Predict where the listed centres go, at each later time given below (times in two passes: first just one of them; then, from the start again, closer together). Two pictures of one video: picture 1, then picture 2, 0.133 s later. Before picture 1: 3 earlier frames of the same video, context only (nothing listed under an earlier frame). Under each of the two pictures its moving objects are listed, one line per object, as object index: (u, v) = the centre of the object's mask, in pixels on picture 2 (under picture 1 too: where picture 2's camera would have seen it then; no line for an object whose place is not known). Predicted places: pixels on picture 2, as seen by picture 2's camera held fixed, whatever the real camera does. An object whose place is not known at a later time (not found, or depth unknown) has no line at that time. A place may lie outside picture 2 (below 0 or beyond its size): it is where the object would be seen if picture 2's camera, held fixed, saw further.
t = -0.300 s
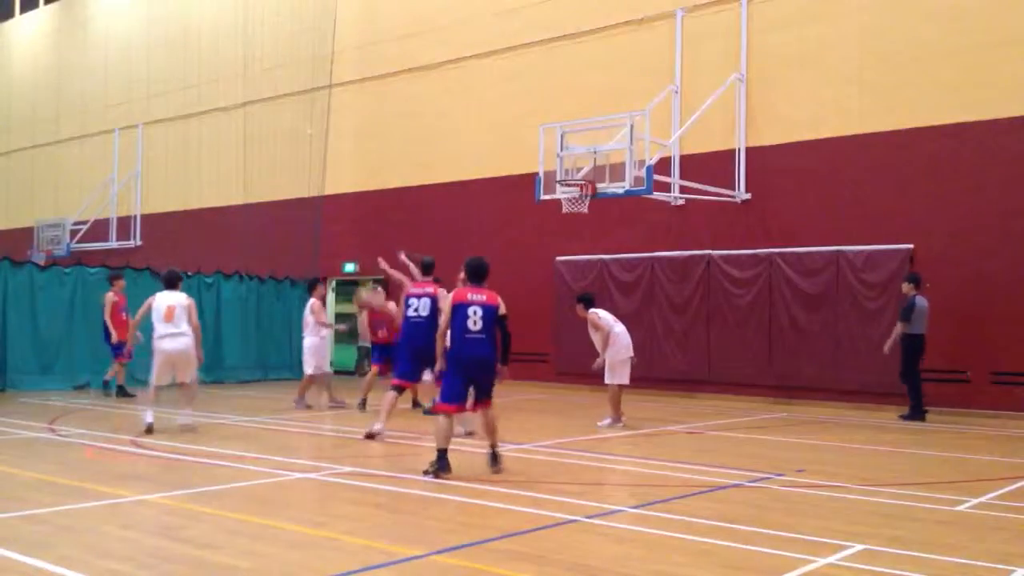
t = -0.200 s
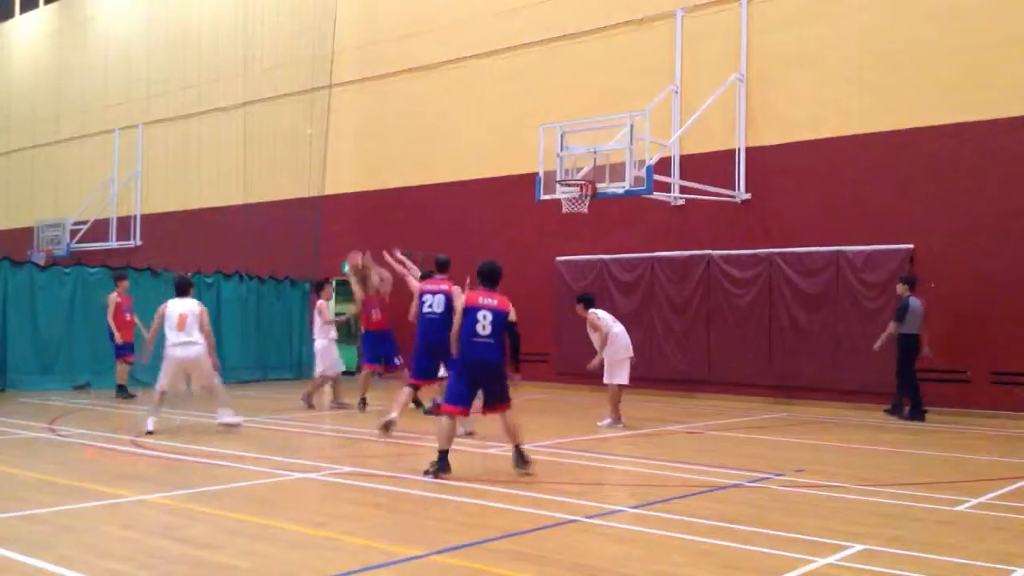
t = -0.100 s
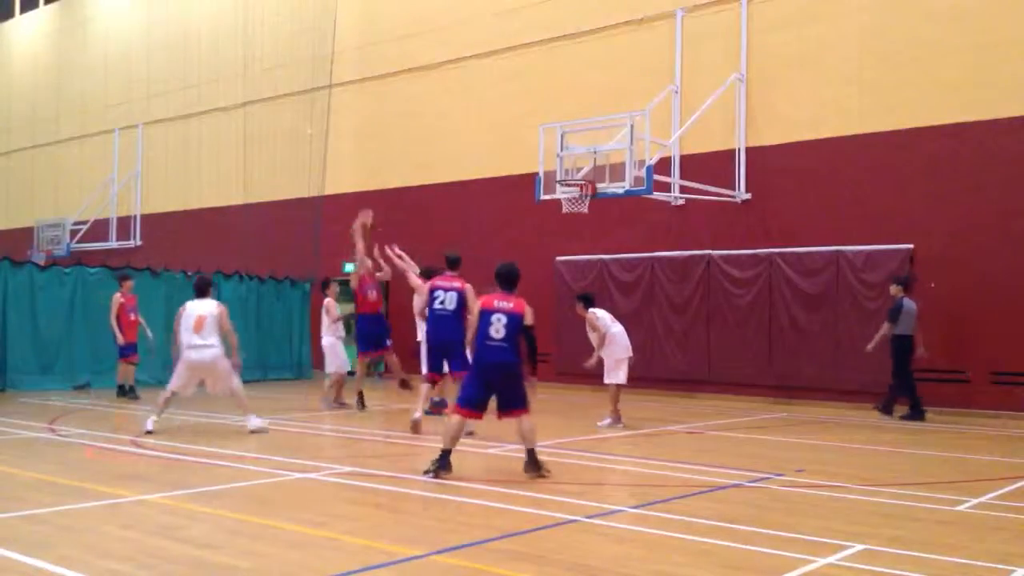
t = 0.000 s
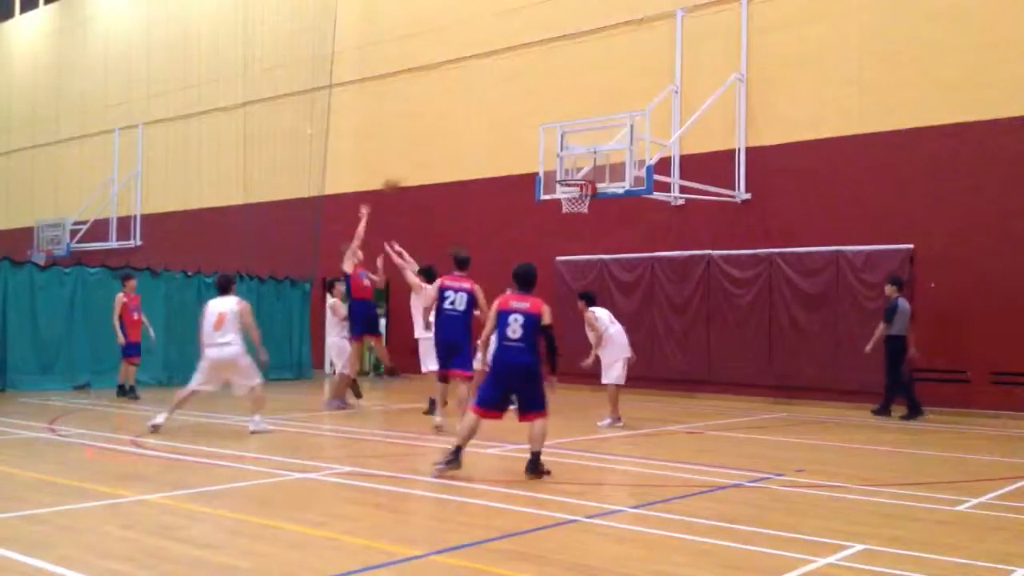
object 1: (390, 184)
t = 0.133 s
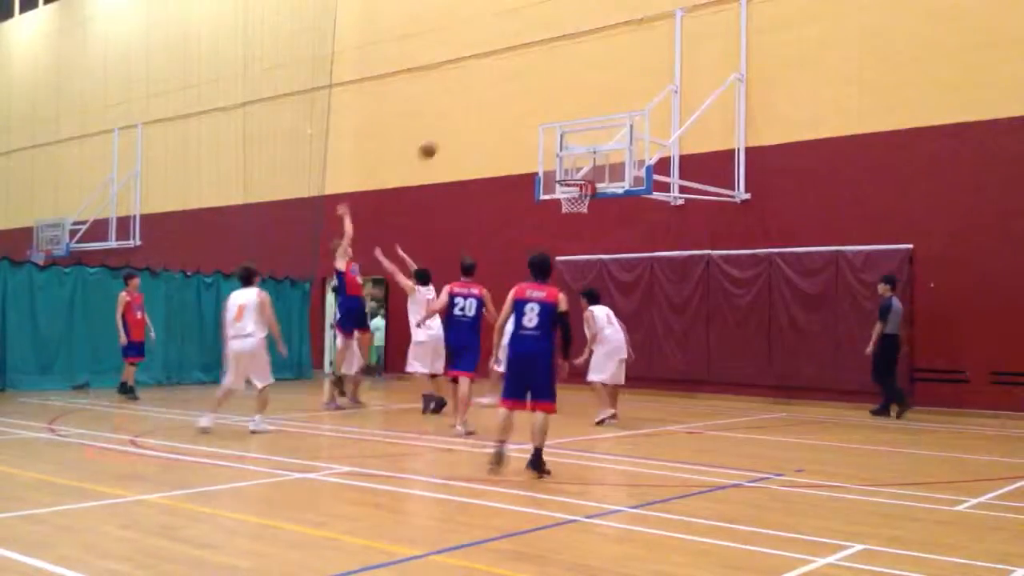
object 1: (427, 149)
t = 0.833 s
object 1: (572, 168)
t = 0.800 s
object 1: (572, 163)
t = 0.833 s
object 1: (572, 168)
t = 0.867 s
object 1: (571, 173)
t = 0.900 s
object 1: (574, 174)
